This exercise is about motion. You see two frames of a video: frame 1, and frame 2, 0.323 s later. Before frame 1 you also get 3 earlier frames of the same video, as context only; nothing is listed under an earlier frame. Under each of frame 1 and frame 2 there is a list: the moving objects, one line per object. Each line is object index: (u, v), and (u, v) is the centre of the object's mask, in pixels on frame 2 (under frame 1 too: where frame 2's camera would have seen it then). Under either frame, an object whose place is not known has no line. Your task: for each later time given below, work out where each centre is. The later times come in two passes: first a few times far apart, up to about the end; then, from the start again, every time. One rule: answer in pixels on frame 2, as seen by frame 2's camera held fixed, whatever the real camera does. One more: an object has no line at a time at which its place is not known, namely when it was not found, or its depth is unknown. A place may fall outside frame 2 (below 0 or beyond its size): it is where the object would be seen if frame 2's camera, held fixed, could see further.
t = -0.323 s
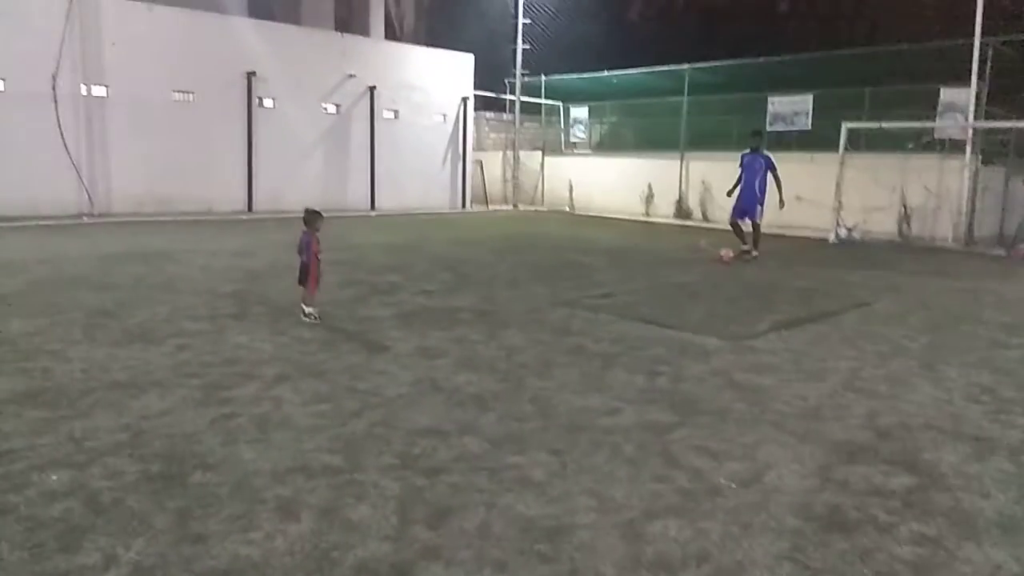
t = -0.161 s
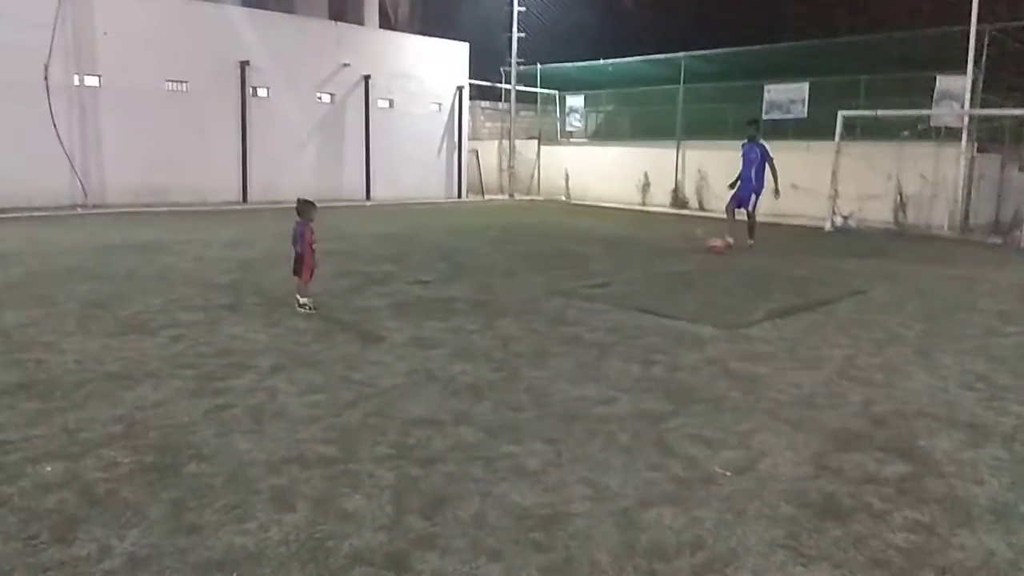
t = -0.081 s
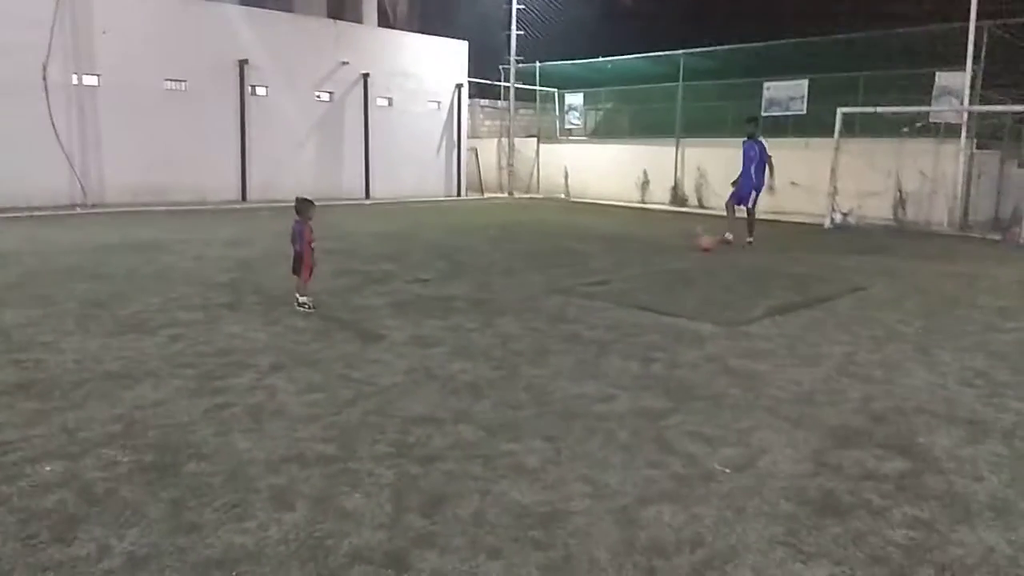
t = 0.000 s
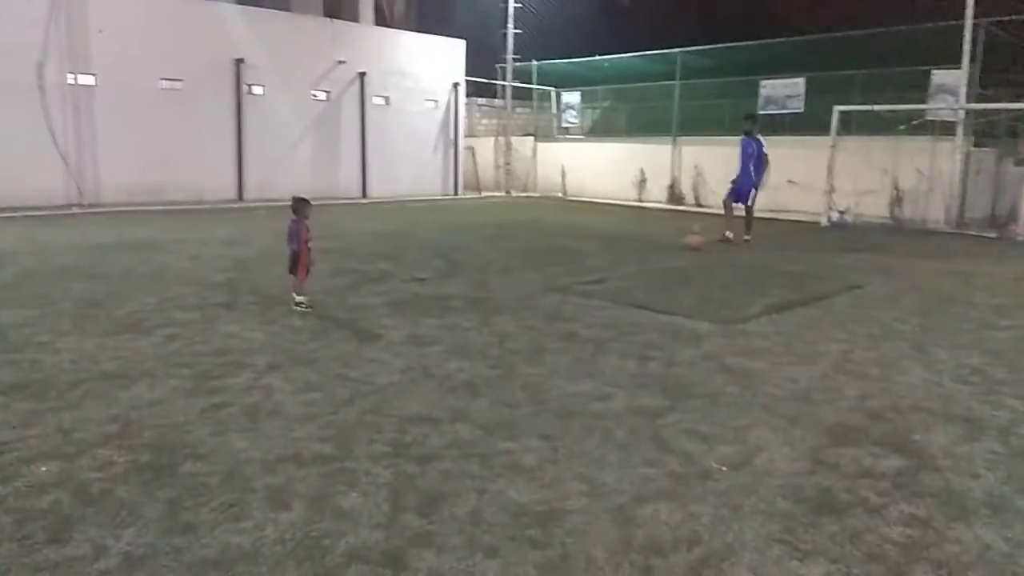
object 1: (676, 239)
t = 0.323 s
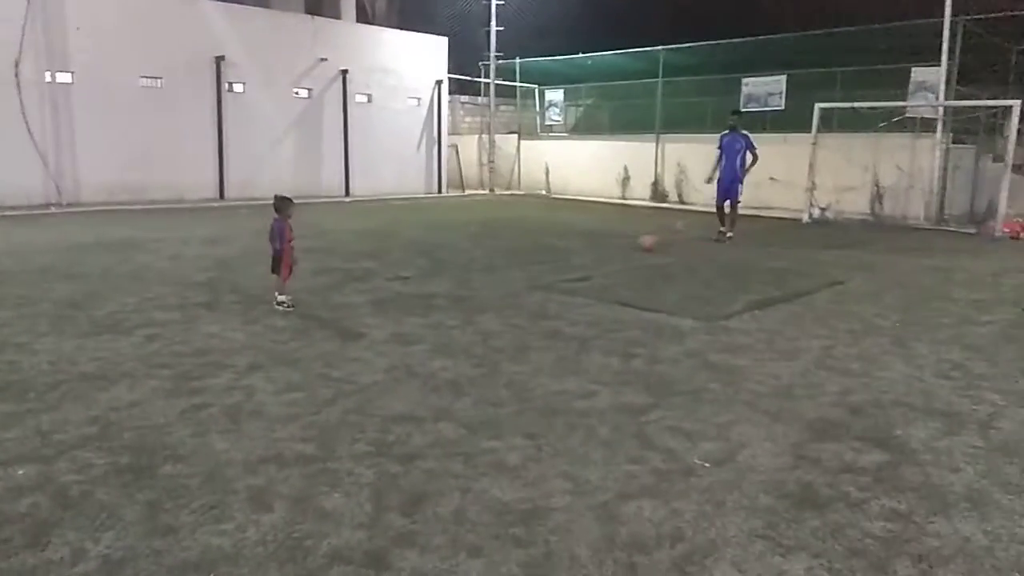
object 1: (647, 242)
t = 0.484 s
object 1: (634, 244)
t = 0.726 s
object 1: (611, 246)
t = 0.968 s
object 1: (591, 250)
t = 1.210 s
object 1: (569, 252)
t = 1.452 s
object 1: (551, 253)
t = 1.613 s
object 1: (540, 255)
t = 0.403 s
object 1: (640, 243)
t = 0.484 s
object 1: (634, 244)
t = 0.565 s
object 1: (627, 244)
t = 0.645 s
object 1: (619, 245)
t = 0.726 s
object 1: (611, 246)
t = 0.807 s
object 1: (605, 248)
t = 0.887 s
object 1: (598, 249)
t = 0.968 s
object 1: (591, 250)
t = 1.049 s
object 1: (584, 251)
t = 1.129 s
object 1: (576, 251)
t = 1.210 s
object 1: (569, 252)
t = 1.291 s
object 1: (563, 252)
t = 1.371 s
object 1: (557, 253)
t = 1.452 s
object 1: (551, 253)
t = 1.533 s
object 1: (547, 254)
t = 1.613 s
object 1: (540, 255)
